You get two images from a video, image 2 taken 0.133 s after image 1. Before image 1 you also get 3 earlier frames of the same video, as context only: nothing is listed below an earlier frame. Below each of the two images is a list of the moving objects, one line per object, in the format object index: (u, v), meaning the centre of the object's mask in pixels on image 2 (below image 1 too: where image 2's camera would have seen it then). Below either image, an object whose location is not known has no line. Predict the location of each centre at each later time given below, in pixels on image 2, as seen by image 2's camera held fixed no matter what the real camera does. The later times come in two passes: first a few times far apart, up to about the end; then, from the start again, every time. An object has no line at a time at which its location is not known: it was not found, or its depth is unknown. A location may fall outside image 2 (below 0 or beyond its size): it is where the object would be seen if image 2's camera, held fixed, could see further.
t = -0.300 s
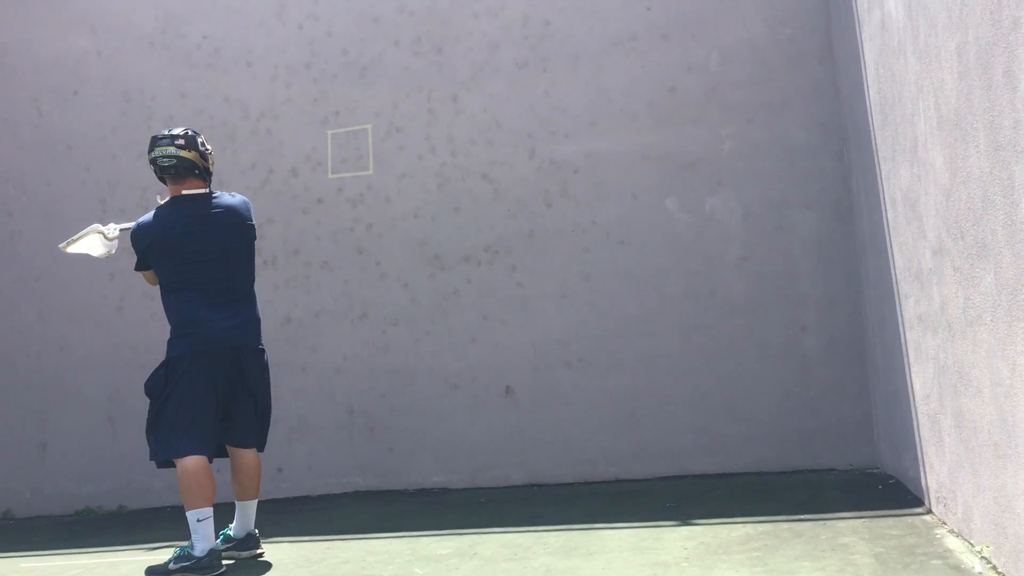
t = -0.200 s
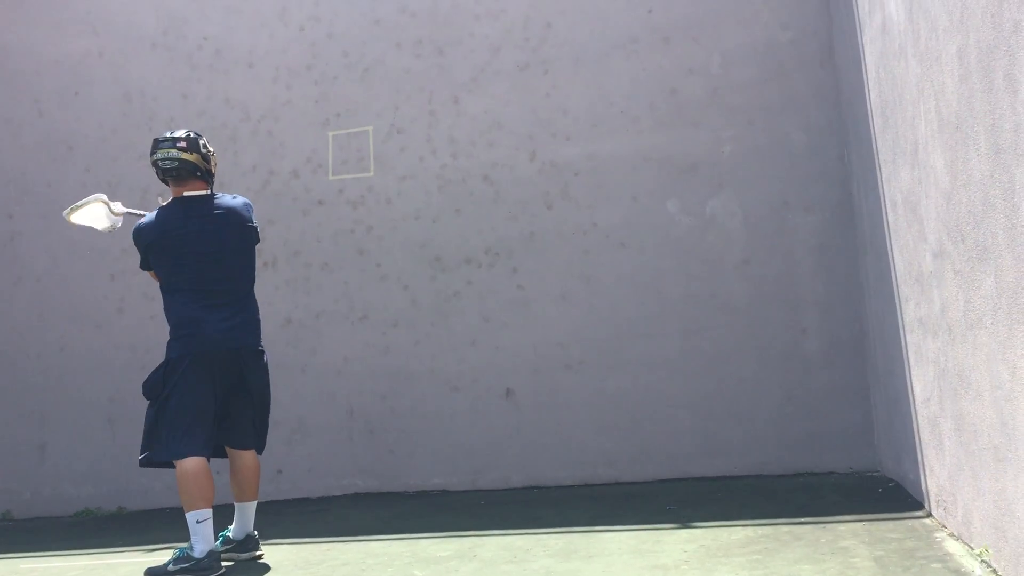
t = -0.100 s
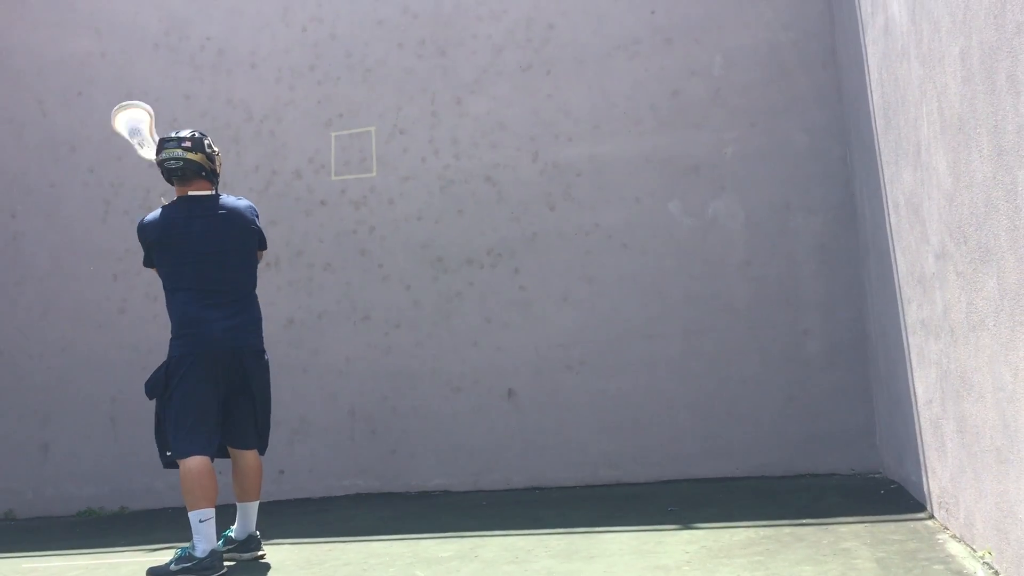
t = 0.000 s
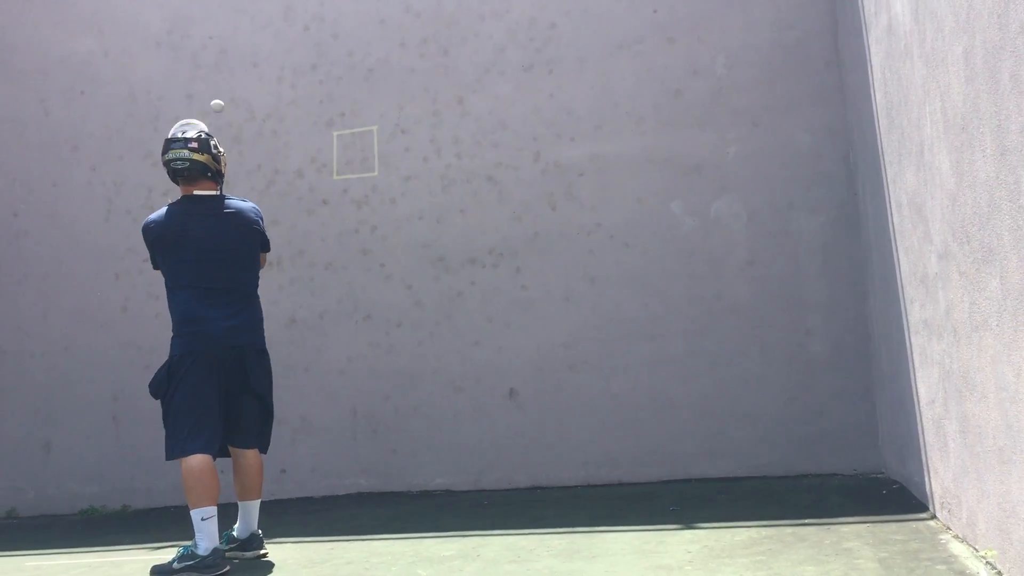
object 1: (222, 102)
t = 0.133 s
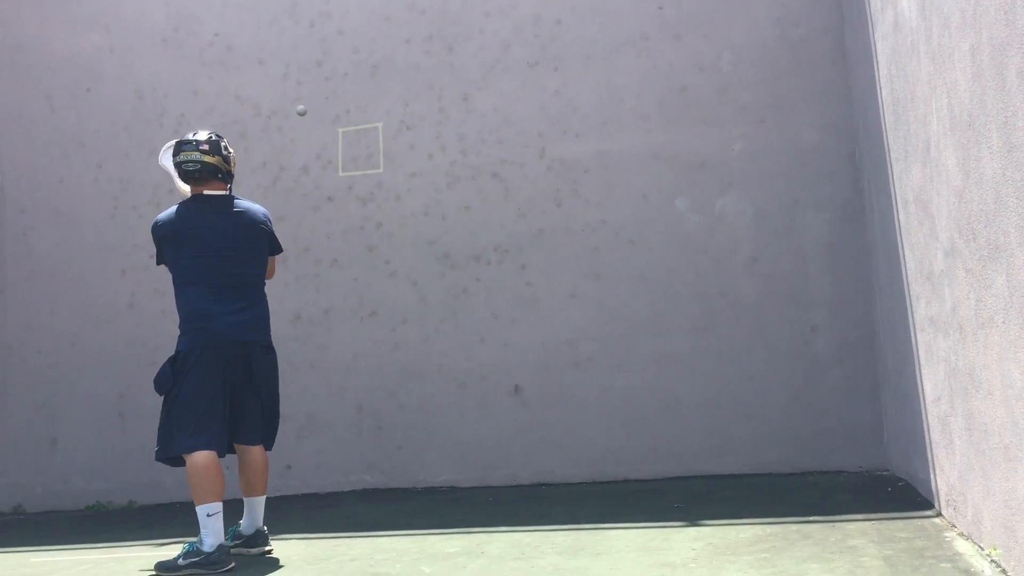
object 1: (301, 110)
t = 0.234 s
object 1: (345, 132)
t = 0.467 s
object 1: (258, 153)
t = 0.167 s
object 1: (317, 116)
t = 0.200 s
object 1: (332, 123)
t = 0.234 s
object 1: (345, 132)
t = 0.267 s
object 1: (350, 136)
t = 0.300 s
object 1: (338, 135)
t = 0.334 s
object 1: (323, 135)
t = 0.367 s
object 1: (309, 137)
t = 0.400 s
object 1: (293, 140)
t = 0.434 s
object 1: (276, 146)
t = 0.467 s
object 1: (258, 153)
